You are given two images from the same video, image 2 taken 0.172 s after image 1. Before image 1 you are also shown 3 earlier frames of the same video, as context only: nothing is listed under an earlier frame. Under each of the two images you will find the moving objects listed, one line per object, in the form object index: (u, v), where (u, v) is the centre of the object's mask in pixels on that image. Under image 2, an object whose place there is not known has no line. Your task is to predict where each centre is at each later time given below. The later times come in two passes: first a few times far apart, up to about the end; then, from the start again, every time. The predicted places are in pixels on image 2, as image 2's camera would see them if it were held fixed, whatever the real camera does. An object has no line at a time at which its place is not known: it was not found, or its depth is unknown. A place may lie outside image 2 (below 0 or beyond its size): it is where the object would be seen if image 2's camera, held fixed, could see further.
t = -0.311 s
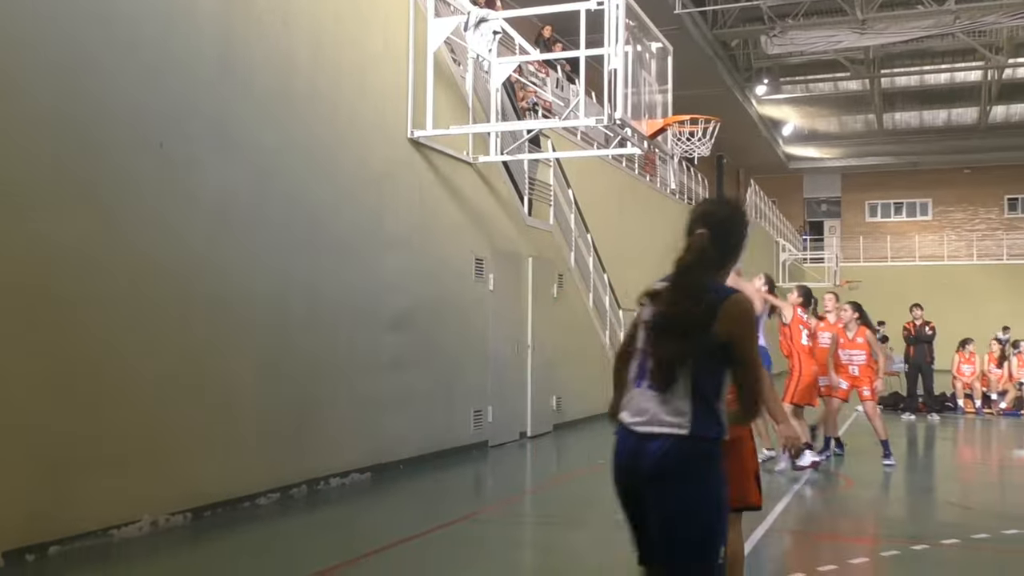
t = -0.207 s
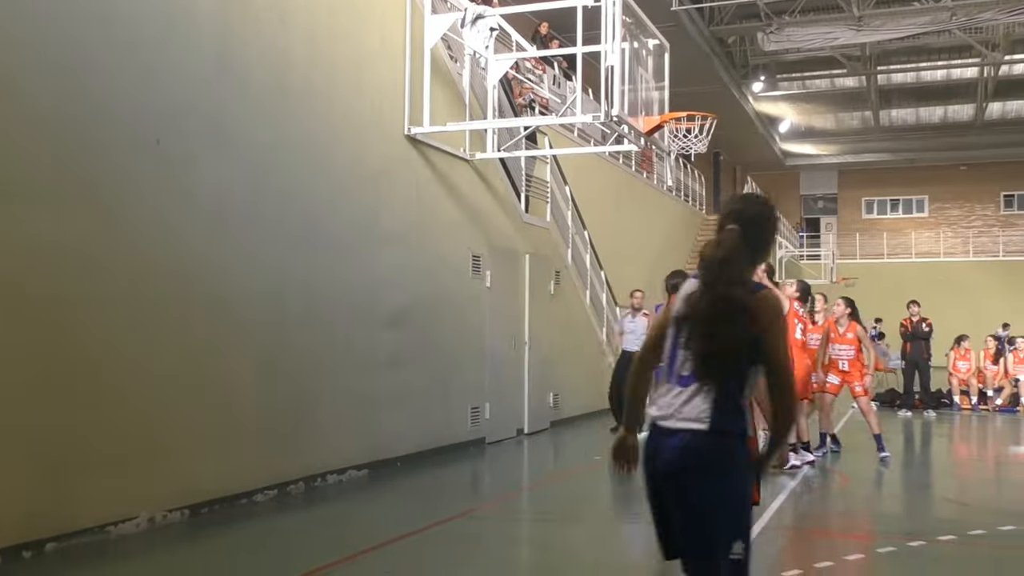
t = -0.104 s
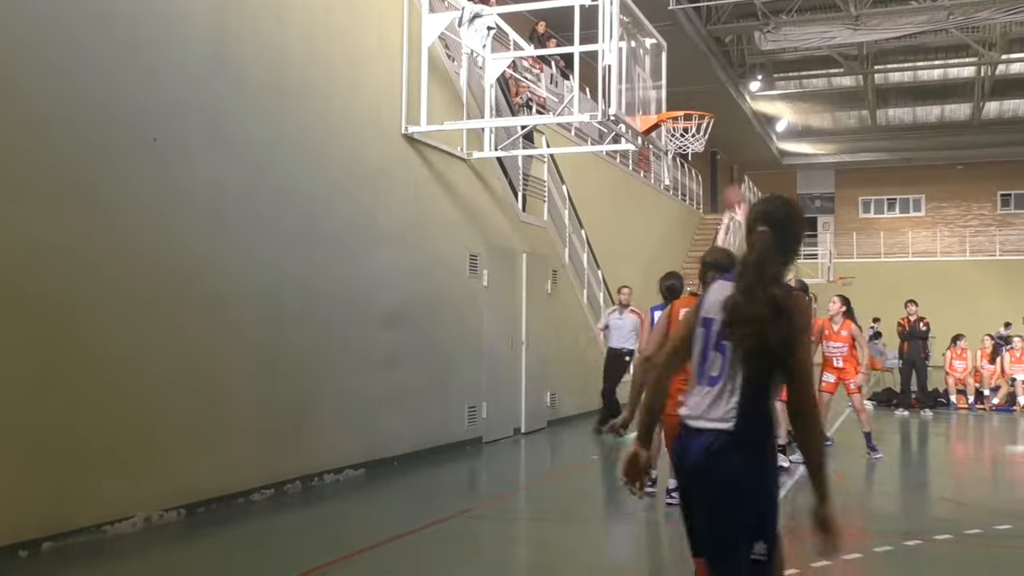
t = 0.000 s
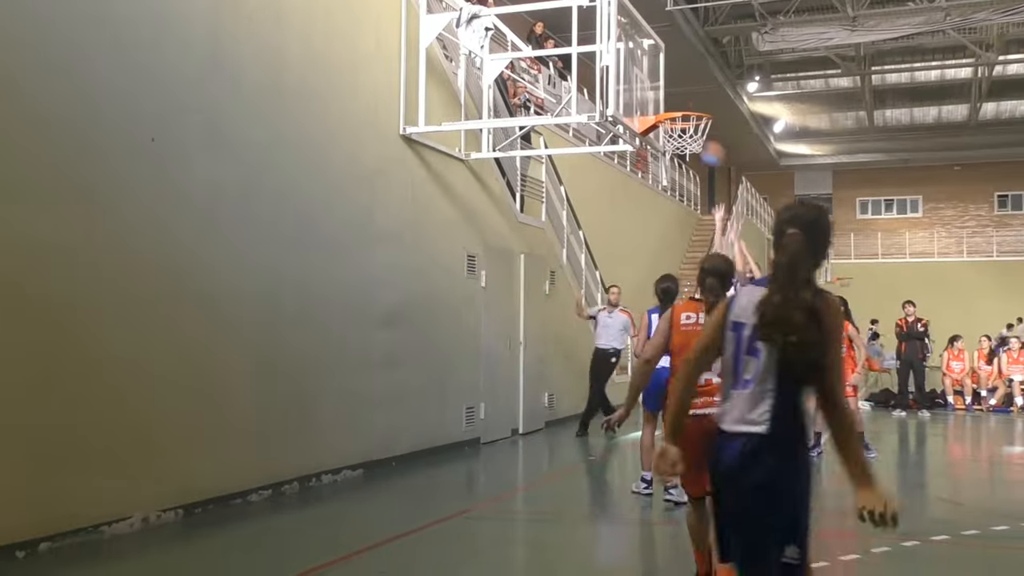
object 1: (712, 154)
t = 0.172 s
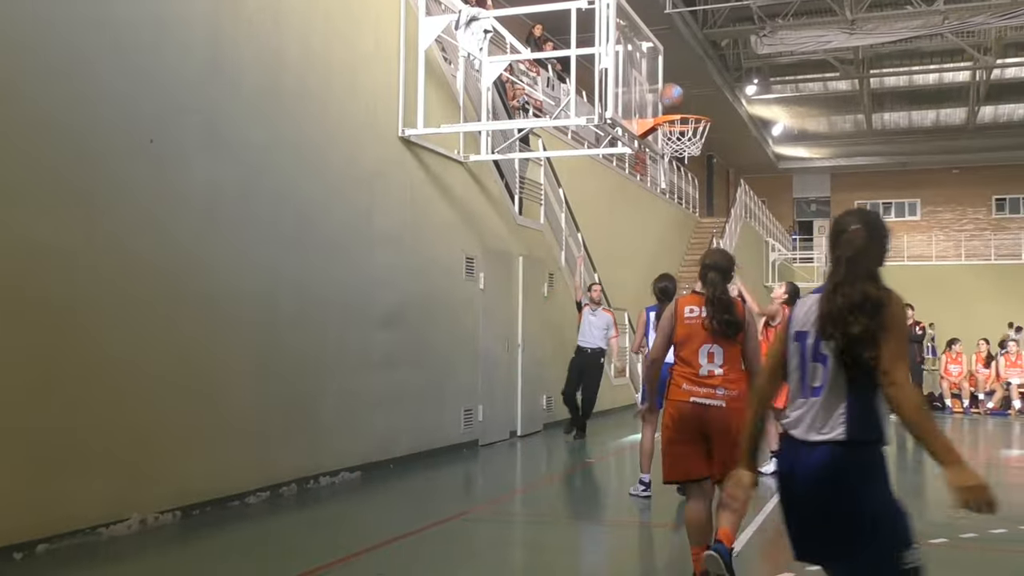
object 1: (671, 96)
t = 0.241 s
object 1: (665, 88)
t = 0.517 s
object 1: (692, 108)
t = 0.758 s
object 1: (694, 101)
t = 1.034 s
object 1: (679, 110)
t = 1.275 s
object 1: (672, 156)
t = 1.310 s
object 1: (672, 161)
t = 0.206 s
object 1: (664, 89)
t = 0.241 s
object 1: (665, 88)
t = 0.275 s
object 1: (670, 87)
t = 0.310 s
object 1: (674, 86)
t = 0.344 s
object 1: (675, 87)
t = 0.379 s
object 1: (678, 89)
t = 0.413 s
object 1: (682, 94)
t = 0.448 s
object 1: (684, 96)
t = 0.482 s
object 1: (688, 103)
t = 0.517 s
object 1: (692, 108)
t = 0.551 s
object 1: (692, 105)
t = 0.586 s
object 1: (692, 103)
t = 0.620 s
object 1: (693, 100)
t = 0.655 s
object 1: (693, 99)
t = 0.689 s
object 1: (693, 98)
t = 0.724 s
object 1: (694, 99)
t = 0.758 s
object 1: (694, 101)
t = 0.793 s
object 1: (695, 102)
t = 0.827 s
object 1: (695, 106)
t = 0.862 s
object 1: (693, 106)
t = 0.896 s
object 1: (691, 106)
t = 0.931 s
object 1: (688, 106)
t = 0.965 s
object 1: (684, 107)
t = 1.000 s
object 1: (682, 108)
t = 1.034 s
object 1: (679, 110)
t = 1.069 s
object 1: (677, 127)
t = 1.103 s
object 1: (669, 134)
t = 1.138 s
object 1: (667, 135)
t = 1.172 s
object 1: (672, 152)
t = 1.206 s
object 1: (668, 152)
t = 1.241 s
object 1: (671, 154)
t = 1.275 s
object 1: (672, 156)
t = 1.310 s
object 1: (672, 161)
